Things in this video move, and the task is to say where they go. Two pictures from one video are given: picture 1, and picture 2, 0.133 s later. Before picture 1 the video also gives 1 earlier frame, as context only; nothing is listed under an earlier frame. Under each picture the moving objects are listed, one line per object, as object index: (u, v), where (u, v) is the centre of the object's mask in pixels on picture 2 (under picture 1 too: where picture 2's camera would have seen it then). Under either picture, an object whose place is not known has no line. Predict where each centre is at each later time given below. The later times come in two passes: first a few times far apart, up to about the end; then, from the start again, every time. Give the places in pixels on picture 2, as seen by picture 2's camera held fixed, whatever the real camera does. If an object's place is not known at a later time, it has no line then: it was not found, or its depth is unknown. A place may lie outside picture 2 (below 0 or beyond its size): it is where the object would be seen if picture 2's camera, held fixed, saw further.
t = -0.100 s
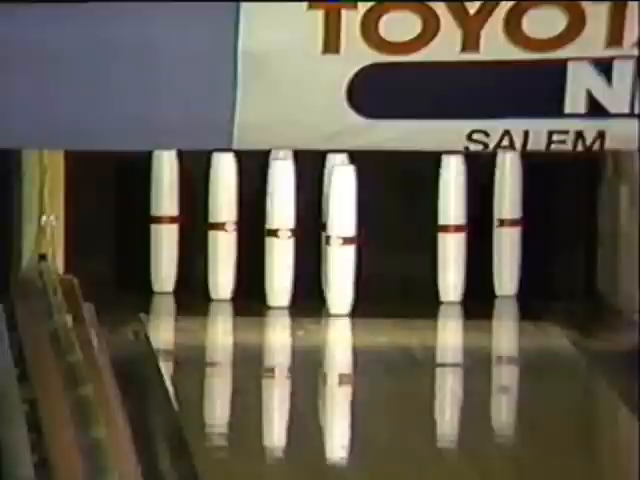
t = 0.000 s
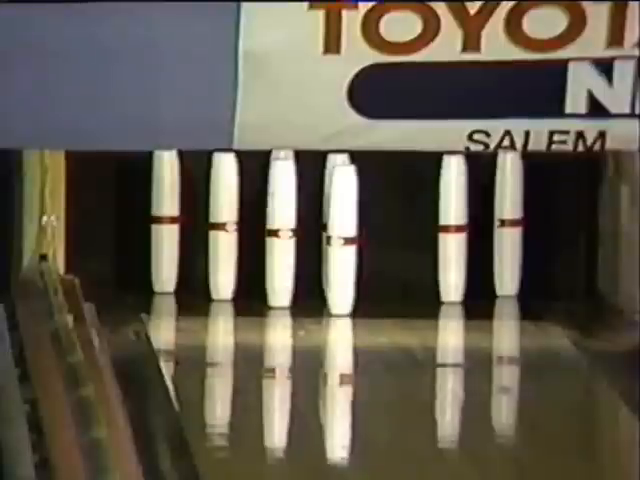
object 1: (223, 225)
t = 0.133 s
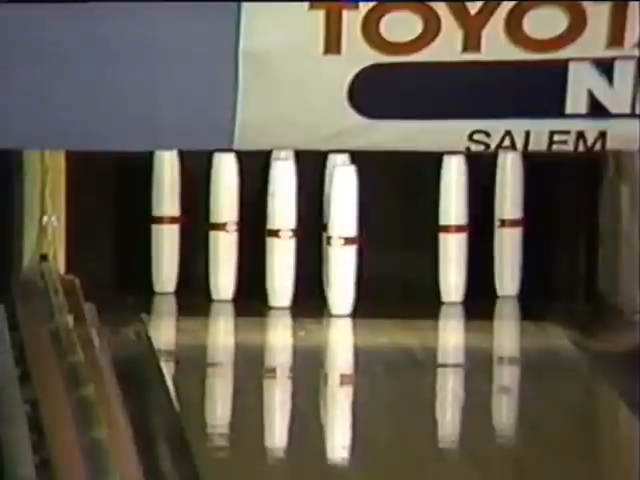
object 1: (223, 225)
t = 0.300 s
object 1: (223, 225)
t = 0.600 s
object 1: (223, 225)
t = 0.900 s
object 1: (212, 225)
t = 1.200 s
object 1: (217, 269)
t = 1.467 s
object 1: (221, 285)
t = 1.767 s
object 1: (230, 285)
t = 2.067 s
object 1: (234, 285)
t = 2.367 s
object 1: (238, 285)
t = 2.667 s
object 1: (239, 285)
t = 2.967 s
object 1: (240, 285)
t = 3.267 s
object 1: (240, 285)
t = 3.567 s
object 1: (239, 285)
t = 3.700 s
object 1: (238, 285)
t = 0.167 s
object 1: (223, 225)
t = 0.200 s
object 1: (223, 225)
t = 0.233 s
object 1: (223, 225)
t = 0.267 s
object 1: (223, 225)
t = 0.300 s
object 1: (223, 225)
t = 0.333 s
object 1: (223, 225)
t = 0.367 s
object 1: (223, 225)
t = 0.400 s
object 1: (223, 225)
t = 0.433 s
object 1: (223, 225)
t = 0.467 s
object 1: (223, 225)
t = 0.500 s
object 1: (223, 225)
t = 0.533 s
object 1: (223, 225)
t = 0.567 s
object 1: (223, 225)
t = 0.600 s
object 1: (223, 225)
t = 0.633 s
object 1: (223, 225)
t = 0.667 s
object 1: (223, 225)
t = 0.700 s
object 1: (223, 225)
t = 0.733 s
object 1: (223, 225)
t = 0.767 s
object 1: (223, 225)
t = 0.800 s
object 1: (223, 225)
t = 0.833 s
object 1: (223, 225)
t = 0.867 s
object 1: (212, 213)
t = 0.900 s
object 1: (212, 225)
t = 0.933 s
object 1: (213, 238)
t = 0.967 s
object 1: (209, 247)
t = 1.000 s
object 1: (210, 246)
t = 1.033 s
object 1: (214, 251)
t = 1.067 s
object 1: (207, 252)
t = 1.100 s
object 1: (211, 258)
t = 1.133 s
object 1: (215, 259)
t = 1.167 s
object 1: (217, 262)
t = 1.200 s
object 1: (217, 269)
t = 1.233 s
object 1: (217, 268)
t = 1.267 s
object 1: (218, 273)
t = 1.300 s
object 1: (221, 274)
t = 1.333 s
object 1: (223, 278)
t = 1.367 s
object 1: (221, 280)
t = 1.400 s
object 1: (223, 283)
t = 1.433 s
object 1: (223, 284)
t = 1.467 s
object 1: (221, 285)
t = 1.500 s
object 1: (225, 285)
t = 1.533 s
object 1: (226, 285)
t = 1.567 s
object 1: (227, 285)
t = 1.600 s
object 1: (227, 285)
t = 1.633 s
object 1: (228, 285)
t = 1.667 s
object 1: (229, 285)
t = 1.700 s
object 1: (229, 285)
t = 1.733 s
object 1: (230, 285)
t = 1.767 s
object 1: (230, 285)
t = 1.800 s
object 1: (231, 285)
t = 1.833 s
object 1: (231, 285)
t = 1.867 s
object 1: (232, 285)
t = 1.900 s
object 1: (232, 285)
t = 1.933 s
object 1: (233, 285)
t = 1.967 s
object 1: (233, 285)
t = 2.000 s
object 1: (234, 285)
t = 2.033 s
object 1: (234, 285)
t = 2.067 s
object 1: (234, 285)
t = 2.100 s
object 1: (235, 285)
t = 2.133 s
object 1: (235, 285)
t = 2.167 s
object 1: (235, 285)
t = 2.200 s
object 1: (236, 285)
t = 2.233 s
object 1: (236, 285)
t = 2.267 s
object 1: (237, 285)
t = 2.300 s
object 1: (237, 285)
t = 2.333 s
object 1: (237, 285)
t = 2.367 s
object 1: (238, 285)
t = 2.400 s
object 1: (238, 285)
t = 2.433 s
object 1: (238, 285)
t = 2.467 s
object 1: (238, 285)
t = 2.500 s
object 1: (239, 285)
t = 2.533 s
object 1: (239, 285)
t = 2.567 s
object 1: (239, 285)
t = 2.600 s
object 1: (239, 285)
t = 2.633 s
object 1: (239, 285)
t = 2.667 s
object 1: (239, 285)
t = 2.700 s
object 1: (240, 285)
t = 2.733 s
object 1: (240, 285)
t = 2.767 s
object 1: (240, 285)
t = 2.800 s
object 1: (240, 285)
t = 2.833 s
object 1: (240, 285)
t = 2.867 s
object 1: (240, 285)
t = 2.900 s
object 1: (240, 285)
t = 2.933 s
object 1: (240, 285)
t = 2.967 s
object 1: (240, 285)
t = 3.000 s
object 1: (240, 285)
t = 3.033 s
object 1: (240, 285)
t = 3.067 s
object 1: (240, 285)
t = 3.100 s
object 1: (240, 285)
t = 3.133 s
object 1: (241, 285)
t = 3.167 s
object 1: (240, 285)
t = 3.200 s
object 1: (241, 285)
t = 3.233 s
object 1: (240, 285)
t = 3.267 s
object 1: (240, 285)
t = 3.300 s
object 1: (240, 285)
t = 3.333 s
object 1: (240, 285)
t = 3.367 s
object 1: (240, 285)
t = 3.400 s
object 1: (240, 285)
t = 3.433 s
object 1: (240, 285)
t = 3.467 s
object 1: (239, 285)
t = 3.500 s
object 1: (239, 285)
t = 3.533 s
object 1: (239, 285)
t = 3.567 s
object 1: (239, 285)
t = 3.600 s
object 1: (239, 285)
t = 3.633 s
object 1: (239, 285)
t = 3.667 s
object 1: (238, 285)
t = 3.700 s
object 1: (238, 285)
